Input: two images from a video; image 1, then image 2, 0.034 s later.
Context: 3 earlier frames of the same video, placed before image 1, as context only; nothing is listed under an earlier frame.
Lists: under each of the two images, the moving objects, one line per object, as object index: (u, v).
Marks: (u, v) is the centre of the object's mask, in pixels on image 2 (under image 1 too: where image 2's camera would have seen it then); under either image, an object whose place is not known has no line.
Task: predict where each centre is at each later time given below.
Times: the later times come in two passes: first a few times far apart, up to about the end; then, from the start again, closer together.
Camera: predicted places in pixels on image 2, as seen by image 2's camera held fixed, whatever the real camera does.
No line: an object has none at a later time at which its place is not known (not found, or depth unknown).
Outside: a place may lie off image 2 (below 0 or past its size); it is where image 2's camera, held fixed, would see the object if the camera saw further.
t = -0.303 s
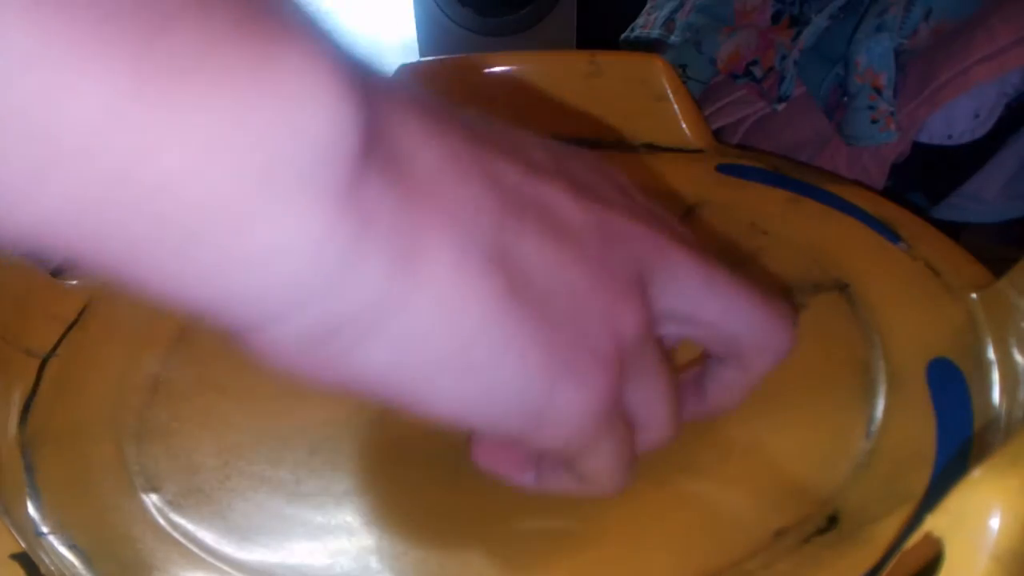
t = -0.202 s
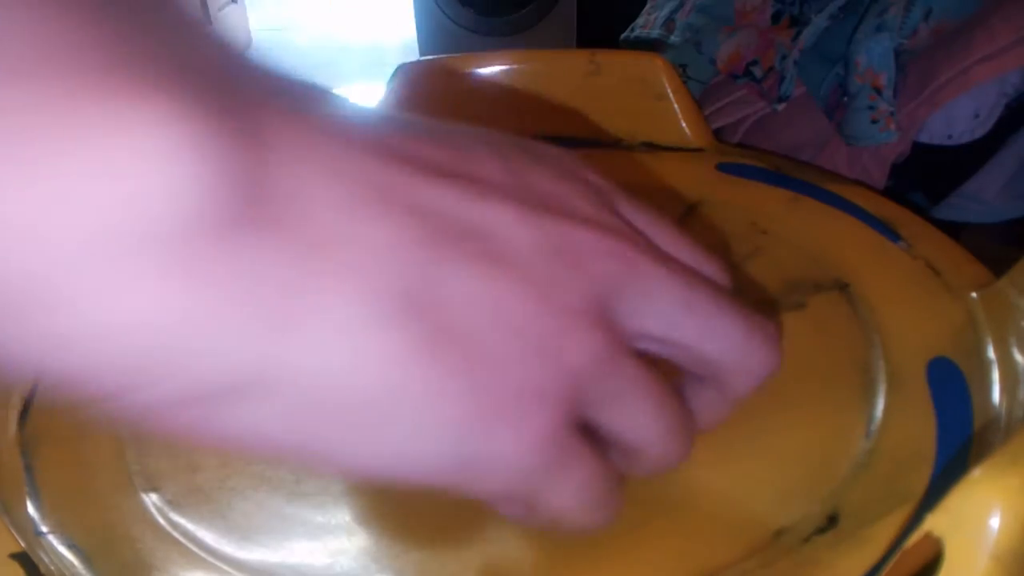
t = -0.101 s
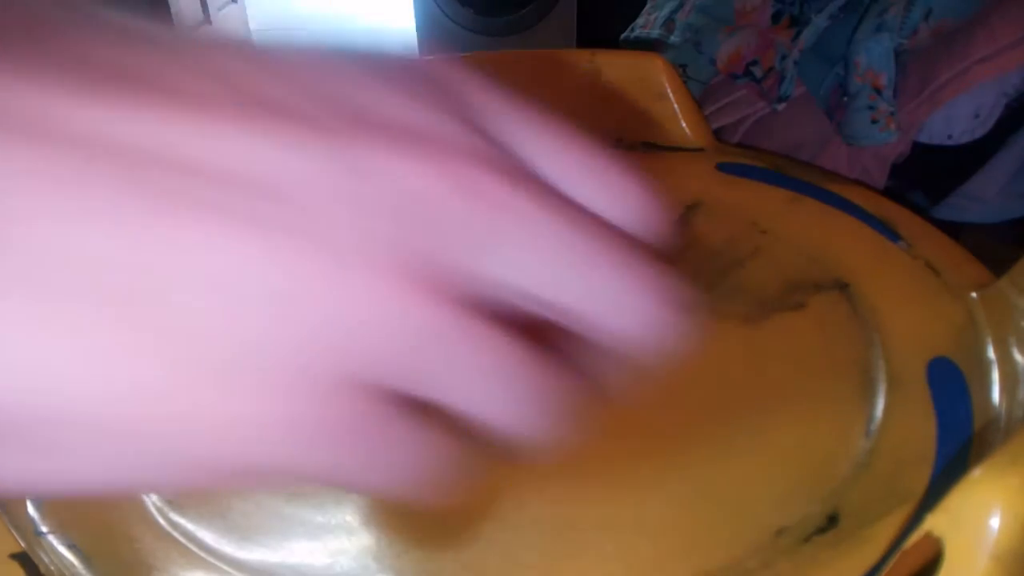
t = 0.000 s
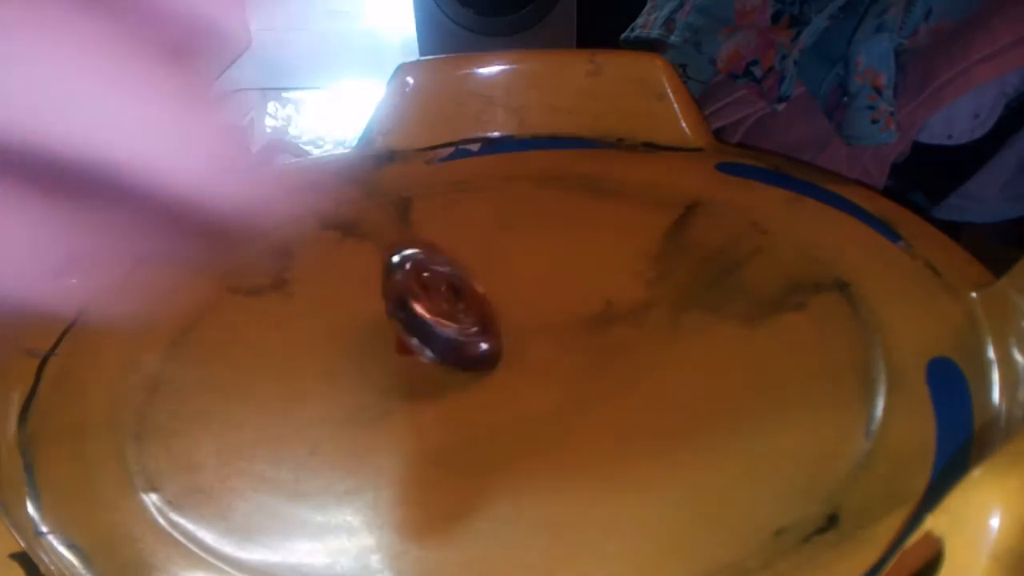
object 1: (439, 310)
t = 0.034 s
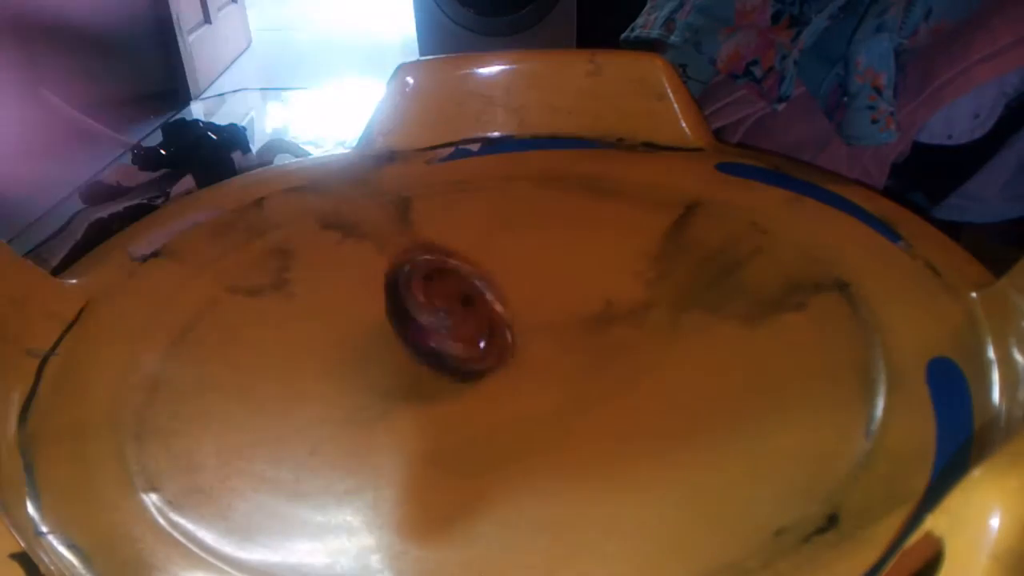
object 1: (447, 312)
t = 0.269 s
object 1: (485, 323)
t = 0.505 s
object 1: (515, 300)
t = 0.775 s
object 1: (511, 295)
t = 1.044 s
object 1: (513, 312)
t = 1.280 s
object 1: (464, 327)
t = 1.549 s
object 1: (460, 326)
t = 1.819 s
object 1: (508, 317)
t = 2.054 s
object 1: (518, 307)
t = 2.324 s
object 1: (518, 304)
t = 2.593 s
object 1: (517, 303)
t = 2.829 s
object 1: (517, 303)
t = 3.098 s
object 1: (517, 303)
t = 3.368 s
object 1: (517, 303)
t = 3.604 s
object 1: (517, 303)
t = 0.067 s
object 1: (453, 315)
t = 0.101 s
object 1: (457, 319)
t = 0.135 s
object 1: (461, 321)
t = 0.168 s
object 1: (465, 323)
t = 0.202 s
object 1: (471, 324)
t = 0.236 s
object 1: (478, 325)
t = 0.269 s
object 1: (485, 323)
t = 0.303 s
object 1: (494, 322)
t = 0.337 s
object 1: (502, 319)
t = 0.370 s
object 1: (508, 314)
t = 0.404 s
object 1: (513, 310)
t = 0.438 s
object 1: (516, 306)
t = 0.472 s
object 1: (516, 303)
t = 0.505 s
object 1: (515, 300)
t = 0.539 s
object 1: (514, 298)
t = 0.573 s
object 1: (512, 296)
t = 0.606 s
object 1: (511, 296)
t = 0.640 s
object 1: (510, 295)
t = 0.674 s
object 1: (510, 294)
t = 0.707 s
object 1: (510, 294)
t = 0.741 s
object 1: (510, 295)
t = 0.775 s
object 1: (511, 295)
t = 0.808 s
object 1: (511, 296)
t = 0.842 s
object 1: (512, 297)
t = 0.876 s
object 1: (514, 298)
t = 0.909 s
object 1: (516, 300)
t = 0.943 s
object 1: (517, 303)
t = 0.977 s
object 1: (517, 305)
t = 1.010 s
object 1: (516, 308)
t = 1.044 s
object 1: (513, 312)
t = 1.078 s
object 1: (508, 316)
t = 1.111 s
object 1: (502, 320)
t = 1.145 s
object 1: (495, 323)
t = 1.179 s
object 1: (486, 326)
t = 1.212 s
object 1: (477, 327)
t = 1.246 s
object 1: (470, 327)
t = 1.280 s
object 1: (464, 327)
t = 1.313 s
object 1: (460, 326)
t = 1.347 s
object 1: (457, 326)
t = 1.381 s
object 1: (455, 325)
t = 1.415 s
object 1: (454, 325)
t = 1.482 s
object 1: (455, 325)
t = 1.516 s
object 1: (457, 326)
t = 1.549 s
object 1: (460, 326)
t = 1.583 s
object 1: (464, 327)
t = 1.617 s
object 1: (469, 327)
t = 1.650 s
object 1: (476, 327)
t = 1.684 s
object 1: (484, 327)
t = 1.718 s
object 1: (491, 326)
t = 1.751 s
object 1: (498, 323)
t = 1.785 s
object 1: (504, 320)
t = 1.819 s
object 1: (508, 317)
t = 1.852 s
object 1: (512, 315)
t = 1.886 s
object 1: (514, 312)
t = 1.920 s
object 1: (516, 310)
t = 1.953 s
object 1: (517, 308)
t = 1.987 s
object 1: (518, 308)
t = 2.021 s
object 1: (518, 307)
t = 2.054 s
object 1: (518, 307)
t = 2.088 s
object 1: (518, 306)
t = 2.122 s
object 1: (518, 306)
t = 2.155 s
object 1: (518, 305)
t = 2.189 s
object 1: (518, 305)
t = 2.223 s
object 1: (518, 305)
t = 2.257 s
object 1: (518, 305)
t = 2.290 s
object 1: (518, 305)
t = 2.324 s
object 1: (518, 304)
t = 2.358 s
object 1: (517, 303)
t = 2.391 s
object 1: (517, 303)
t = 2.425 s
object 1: (517, 302)
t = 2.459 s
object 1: (517, 303)
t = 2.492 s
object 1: (517, 303)
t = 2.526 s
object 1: (517, 303)
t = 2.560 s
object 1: (517, 303)
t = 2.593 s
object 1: (517, 303)
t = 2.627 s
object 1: (517, 303)
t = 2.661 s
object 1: (517, 303)
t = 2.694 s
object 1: (517, 303)
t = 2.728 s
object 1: (517, 303)
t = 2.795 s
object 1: (517, 303)
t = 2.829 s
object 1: (517, 303)
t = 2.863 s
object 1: (517, 303)
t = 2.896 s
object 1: (517, 303)
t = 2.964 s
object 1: (517, 303)
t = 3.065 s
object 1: (517, 303)
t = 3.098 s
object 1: (517, 303)
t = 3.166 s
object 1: (517, 303)
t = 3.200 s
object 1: (517, 303)
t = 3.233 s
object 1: (517, 303)
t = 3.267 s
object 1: (517, 303)
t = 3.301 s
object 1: (517, 303)
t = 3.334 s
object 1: (517, 303)
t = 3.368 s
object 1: (517, 303)
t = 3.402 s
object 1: (517, 303)
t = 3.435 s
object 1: (517, 303)
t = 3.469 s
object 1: (517, 303)
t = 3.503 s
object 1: (517, 303)
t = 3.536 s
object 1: (517, 303)
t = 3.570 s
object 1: (517, 303)
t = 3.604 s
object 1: (517, 303)
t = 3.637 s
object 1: (517, 303)
